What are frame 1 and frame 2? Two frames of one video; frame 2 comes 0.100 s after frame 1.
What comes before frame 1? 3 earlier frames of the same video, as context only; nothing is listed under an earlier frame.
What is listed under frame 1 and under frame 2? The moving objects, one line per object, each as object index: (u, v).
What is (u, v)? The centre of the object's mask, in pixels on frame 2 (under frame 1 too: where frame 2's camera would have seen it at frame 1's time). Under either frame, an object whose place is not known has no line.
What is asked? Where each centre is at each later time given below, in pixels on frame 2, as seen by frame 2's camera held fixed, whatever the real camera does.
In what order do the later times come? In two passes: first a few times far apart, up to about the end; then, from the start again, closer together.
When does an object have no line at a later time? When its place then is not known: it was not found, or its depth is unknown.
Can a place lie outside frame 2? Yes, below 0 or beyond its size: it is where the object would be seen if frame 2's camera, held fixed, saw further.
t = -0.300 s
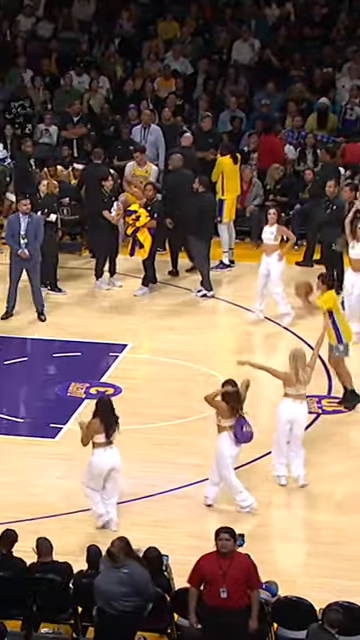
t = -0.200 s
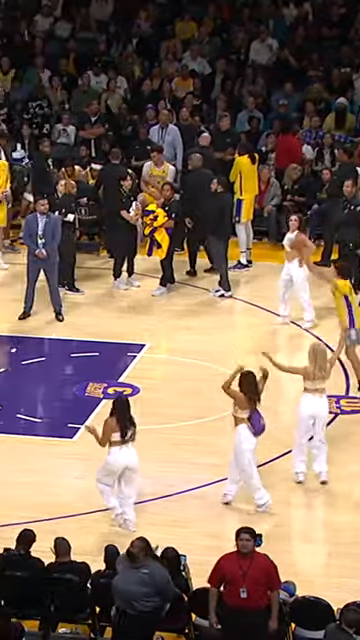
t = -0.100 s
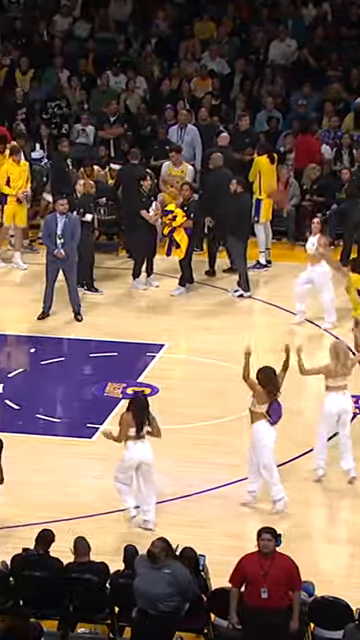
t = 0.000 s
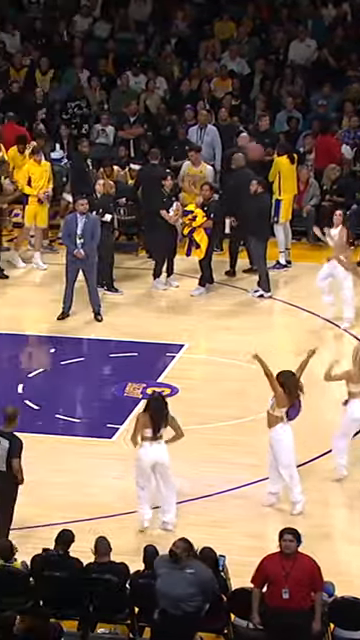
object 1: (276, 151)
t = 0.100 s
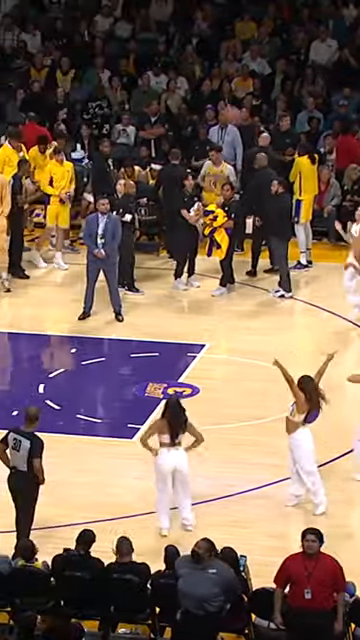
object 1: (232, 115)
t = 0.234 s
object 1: (179, 86)
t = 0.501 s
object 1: (73, 58)
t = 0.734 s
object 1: (-18, 76)
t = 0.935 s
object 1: (-90, 122)
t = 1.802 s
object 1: (-45, 217)
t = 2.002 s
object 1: (-11, 303)
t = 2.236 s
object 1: (15, 342)
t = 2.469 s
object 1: (27, 294)
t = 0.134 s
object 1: (220, 109)
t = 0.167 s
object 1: (205, 99)
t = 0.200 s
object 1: (192, 91)
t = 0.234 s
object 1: (179, 86)
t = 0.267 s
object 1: (165, 78)
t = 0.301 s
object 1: (152, 72)
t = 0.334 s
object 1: (137, 67)
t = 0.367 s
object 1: (125, 65)
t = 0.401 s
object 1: (112, 61)
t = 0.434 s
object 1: (98, 60)
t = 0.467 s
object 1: (85, 58)
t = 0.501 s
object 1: (73, 58)
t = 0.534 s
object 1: (60, 58)
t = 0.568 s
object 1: (47, 59)
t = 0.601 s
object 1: (35, 60)
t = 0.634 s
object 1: (20, 64)
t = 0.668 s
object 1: (7, 67)
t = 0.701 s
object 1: (-5, 71)
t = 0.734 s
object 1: (-18, 76)
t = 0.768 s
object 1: (-30, 81)
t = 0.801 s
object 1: (-42, 88)
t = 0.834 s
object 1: (-55, 95)
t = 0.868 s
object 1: (-67, 104)
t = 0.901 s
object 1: (-77, 112)
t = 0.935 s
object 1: (-90, 122)
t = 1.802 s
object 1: (-45, 217)
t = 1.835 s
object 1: (-41, 230)
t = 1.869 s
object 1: (-33, 242)
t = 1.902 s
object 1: (-28, 258)
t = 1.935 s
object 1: (-24, 272)
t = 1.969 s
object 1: (-18, 287)
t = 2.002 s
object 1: (-11, 303)
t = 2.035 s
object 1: (-6, 319)
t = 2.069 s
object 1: (1, 336)
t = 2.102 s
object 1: (5, 356)
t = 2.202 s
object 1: (13, 350)
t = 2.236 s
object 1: (15, 342)
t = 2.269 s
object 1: (17, 331)
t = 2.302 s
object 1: (19, 324)
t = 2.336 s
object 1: (20, 316)
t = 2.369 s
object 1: (22, 309)
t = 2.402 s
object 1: (24, 304)
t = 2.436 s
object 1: (25, 299)
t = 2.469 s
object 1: (27, 294)
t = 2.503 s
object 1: (28, 291)
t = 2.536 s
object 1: (30, 289)
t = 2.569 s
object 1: (32, 287)
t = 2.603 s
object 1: (34, 285)
